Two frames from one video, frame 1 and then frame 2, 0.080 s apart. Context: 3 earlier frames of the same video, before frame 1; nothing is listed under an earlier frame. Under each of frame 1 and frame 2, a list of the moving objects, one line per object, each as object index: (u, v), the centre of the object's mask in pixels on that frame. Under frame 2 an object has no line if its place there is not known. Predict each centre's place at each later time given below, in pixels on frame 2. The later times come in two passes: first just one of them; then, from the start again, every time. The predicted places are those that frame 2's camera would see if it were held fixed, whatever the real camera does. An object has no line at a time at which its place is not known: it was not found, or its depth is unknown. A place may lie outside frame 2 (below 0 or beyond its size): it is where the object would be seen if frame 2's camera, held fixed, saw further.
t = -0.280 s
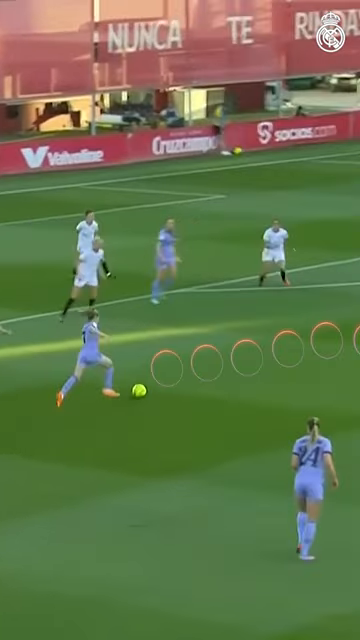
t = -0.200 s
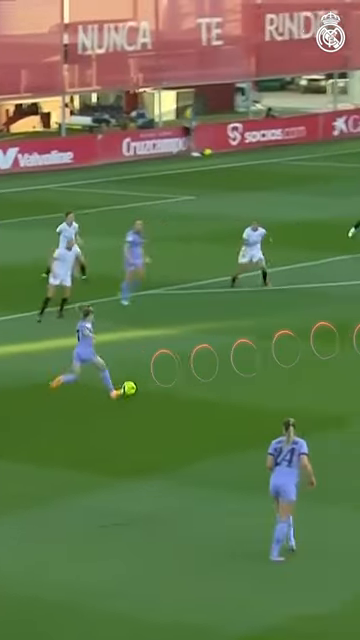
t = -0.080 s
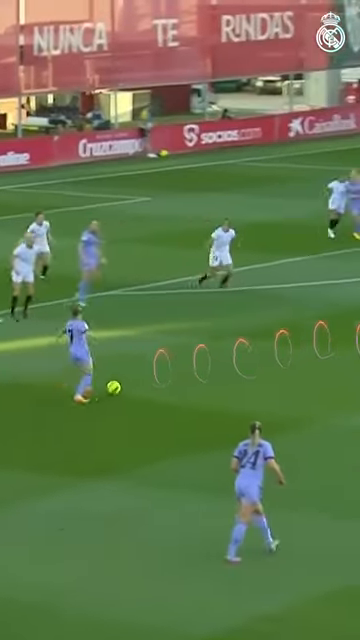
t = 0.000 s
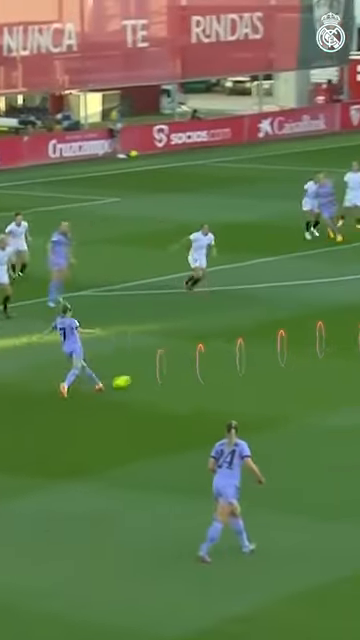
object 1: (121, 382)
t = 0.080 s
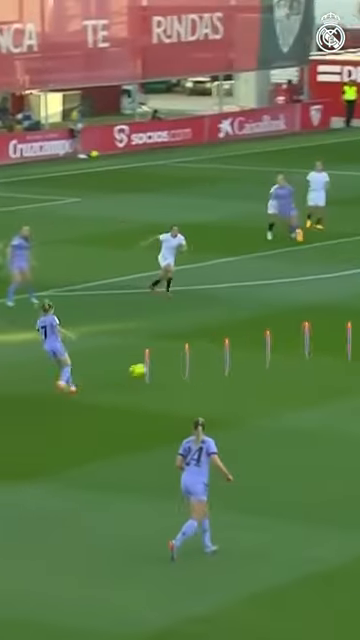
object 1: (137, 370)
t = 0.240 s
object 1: (241, 359)
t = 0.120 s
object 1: (165, 366)
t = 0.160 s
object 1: (190, 363)
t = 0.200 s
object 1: (216, 360)
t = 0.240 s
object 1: (241, 359)
